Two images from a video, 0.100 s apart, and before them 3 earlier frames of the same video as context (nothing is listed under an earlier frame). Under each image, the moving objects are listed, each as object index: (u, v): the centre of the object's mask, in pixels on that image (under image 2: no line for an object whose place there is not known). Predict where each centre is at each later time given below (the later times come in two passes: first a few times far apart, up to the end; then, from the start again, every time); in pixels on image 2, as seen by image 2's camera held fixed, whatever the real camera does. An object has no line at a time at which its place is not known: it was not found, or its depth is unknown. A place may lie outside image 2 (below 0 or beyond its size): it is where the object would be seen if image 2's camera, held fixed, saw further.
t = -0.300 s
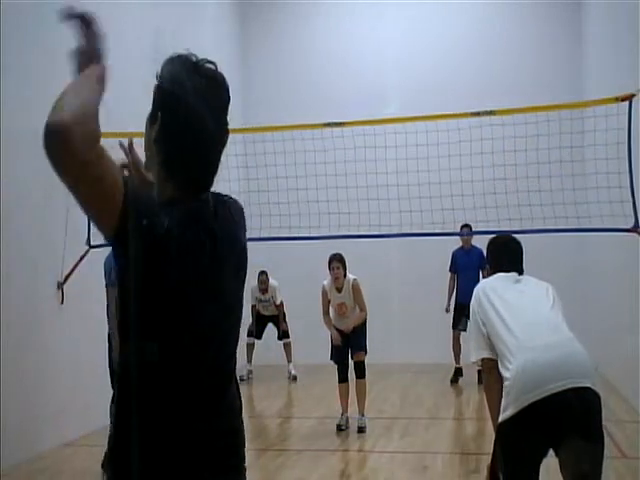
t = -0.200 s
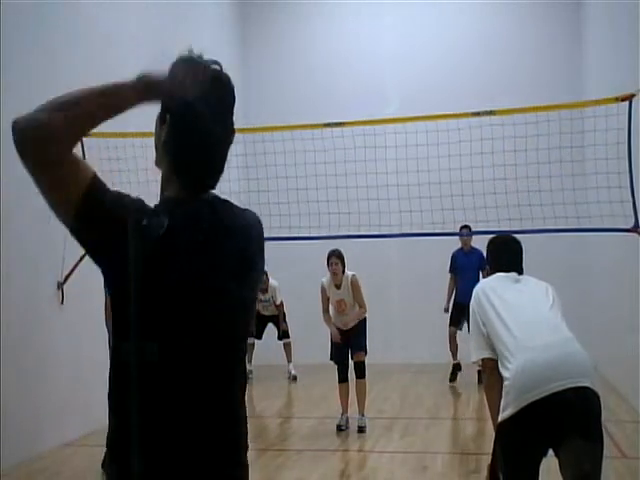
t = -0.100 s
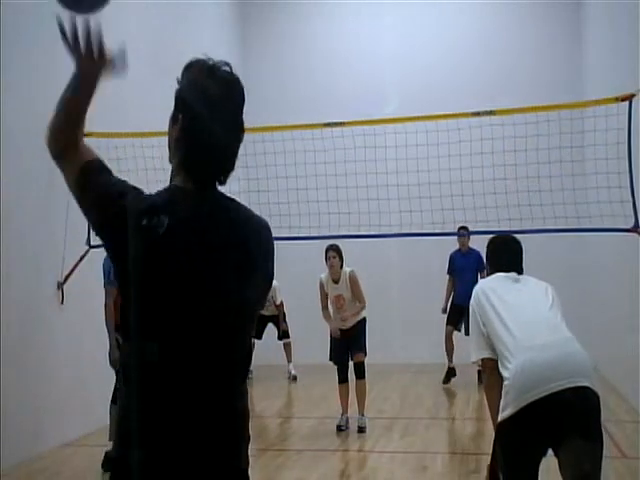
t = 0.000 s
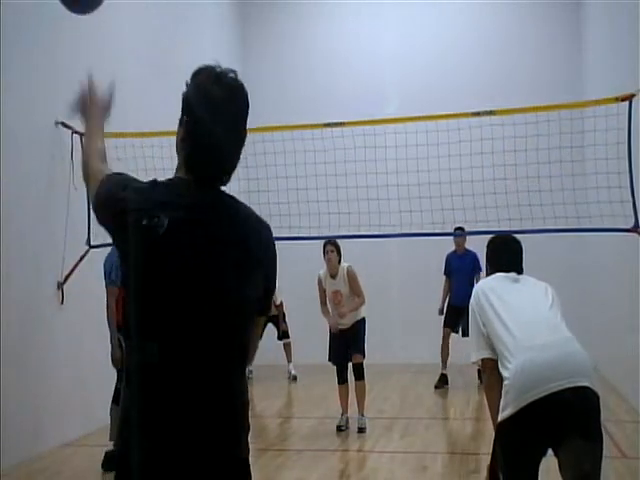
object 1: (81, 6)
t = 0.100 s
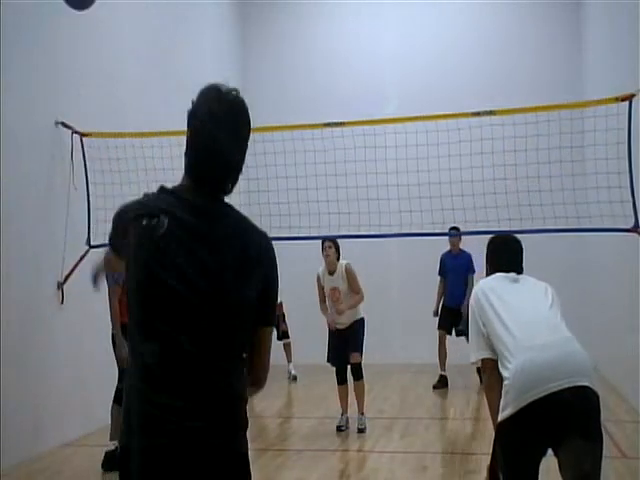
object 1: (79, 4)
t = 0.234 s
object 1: (75, 14)
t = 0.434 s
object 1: (65, 73)
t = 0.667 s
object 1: (123, 109)
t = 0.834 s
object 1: (198, 134)
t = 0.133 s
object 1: (79, 6)
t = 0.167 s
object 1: (78, 8)
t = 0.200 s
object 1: (76, 11)
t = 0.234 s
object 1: (75, 14)
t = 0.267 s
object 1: (73, 20)
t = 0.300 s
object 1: (71, 30)
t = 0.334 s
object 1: (70, 40)
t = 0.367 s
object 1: (68, 51)
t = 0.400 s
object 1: (66, 62)
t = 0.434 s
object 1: (65, 73)
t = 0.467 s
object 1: (63, 86)
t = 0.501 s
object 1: (61, 98)
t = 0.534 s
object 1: (59, 111)
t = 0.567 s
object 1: (76, 110)
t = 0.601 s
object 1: (92, 108)
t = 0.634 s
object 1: (107, 108)
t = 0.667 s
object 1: (123, 109)
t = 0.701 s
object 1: (138, 111)
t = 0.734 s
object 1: (153, 115)
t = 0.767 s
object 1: (168, 119)
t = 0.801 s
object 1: (183, 125)
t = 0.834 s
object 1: (198, 134)
